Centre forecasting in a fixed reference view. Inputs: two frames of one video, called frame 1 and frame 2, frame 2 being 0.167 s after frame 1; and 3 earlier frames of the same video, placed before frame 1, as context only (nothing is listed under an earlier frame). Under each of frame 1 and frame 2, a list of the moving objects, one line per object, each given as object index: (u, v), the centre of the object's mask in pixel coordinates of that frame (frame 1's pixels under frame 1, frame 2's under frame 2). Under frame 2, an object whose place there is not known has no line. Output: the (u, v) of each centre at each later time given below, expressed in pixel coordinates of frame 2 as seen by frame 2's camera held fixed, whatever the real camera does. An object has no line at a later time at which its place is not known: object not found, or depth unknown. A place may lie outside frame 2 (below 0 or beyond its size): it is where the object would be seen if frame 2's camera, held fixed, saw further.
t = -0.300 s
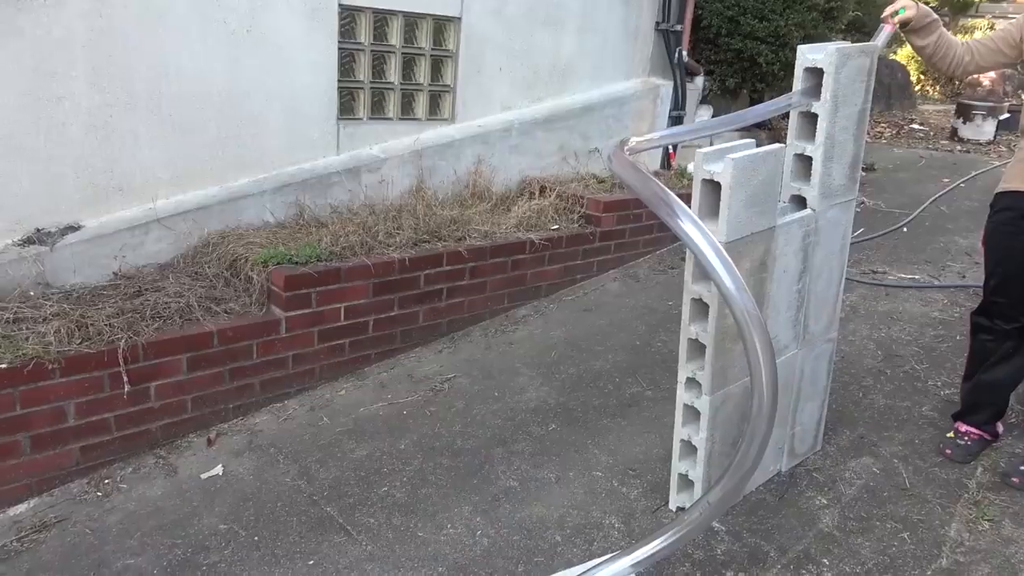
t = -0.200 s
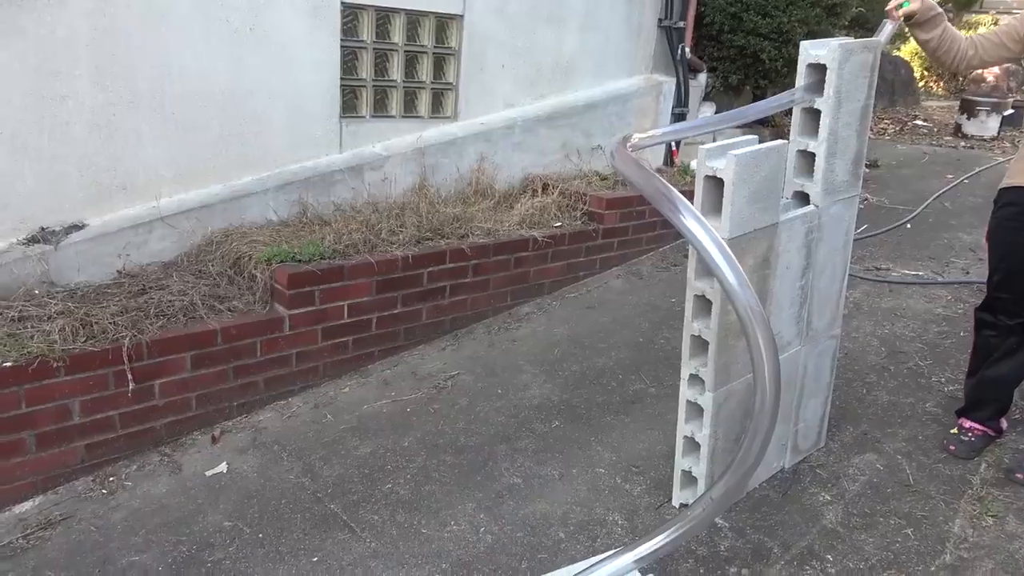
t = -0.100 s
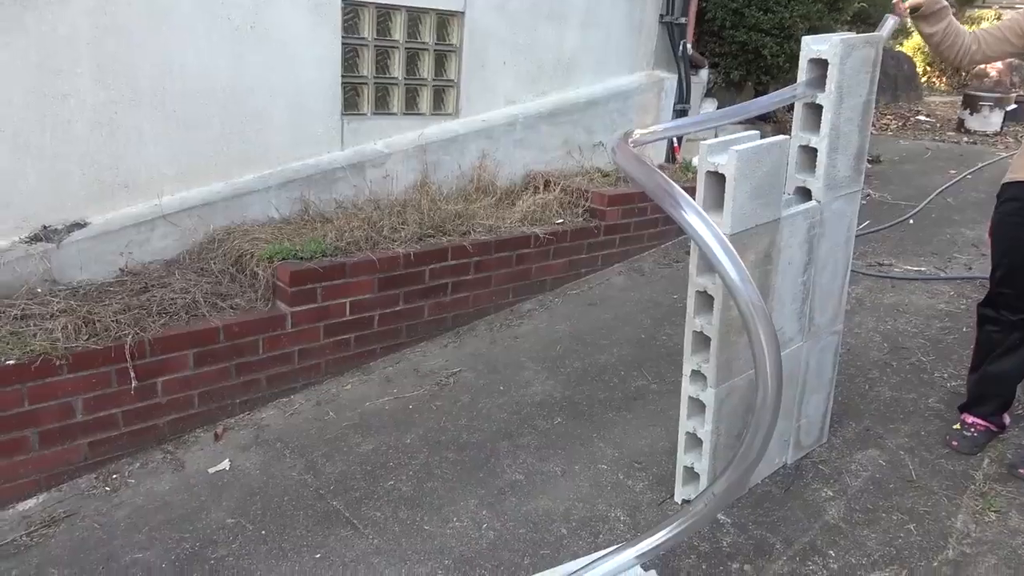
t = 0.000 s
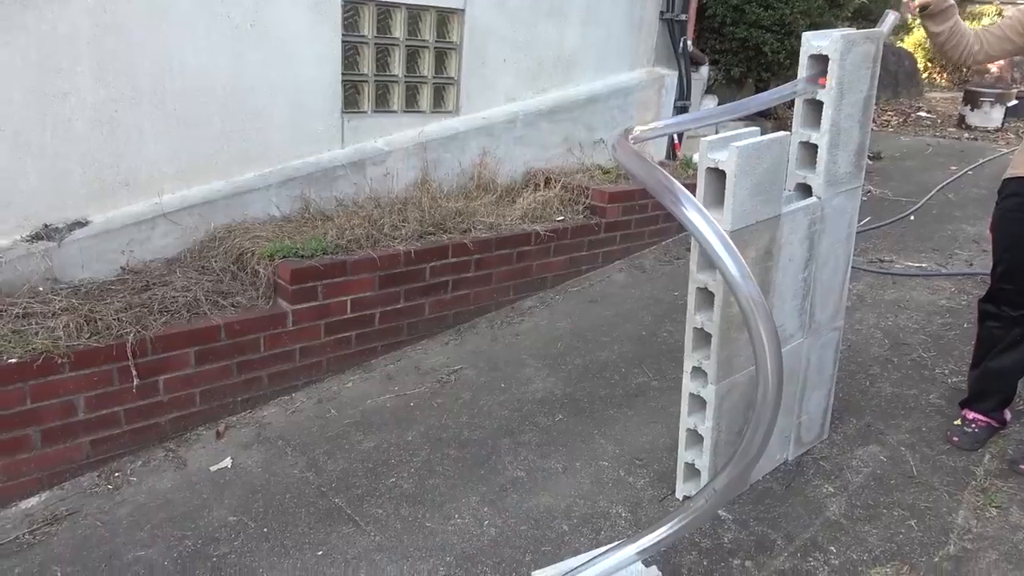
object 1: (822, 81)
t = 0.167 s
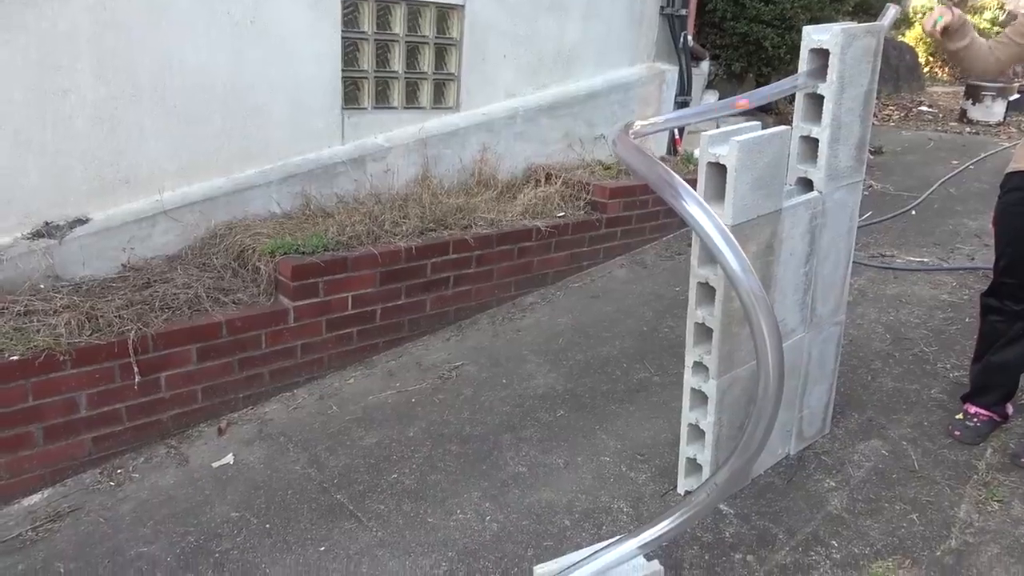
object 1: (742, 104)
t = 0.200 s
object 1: (725, 110)
